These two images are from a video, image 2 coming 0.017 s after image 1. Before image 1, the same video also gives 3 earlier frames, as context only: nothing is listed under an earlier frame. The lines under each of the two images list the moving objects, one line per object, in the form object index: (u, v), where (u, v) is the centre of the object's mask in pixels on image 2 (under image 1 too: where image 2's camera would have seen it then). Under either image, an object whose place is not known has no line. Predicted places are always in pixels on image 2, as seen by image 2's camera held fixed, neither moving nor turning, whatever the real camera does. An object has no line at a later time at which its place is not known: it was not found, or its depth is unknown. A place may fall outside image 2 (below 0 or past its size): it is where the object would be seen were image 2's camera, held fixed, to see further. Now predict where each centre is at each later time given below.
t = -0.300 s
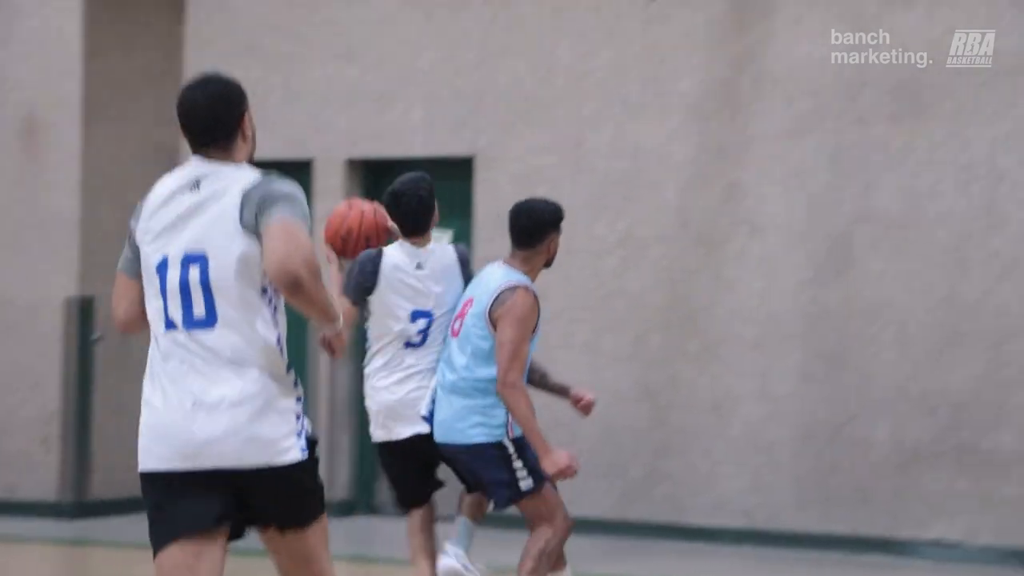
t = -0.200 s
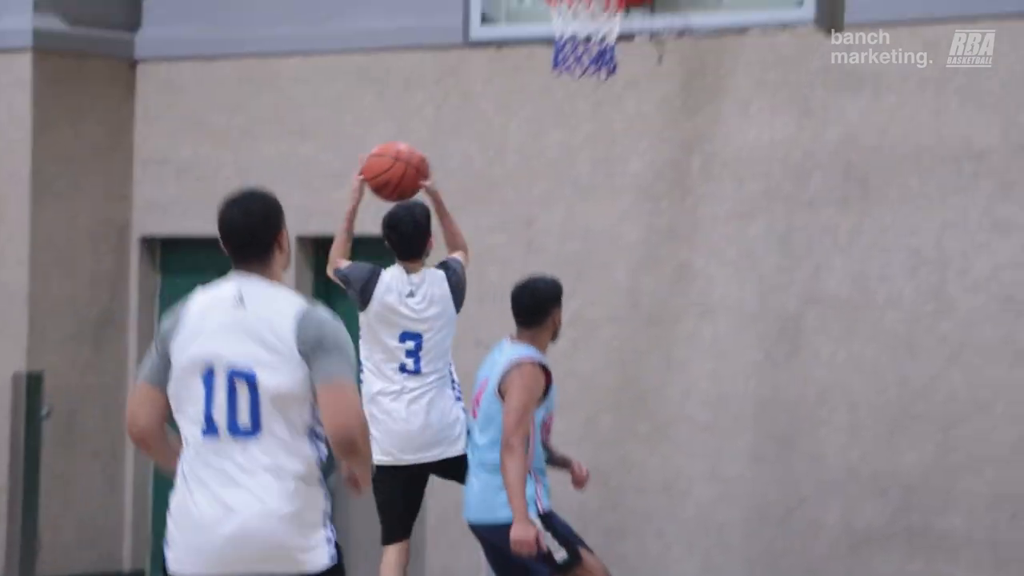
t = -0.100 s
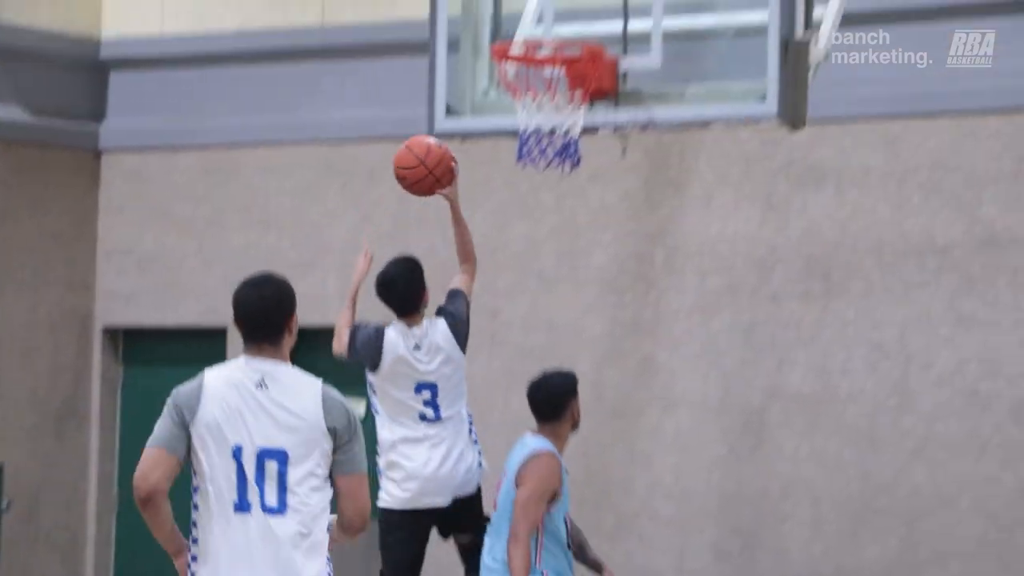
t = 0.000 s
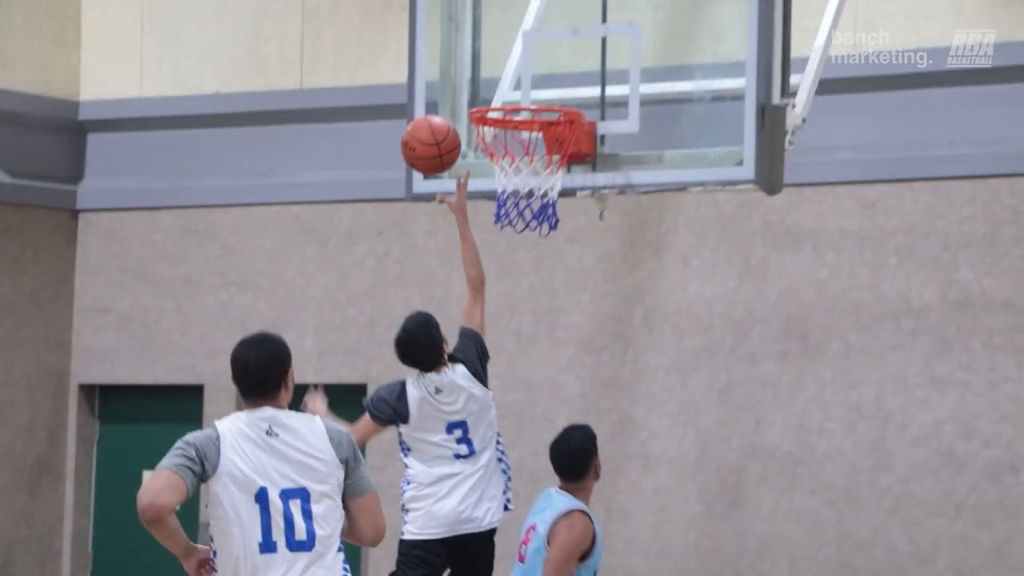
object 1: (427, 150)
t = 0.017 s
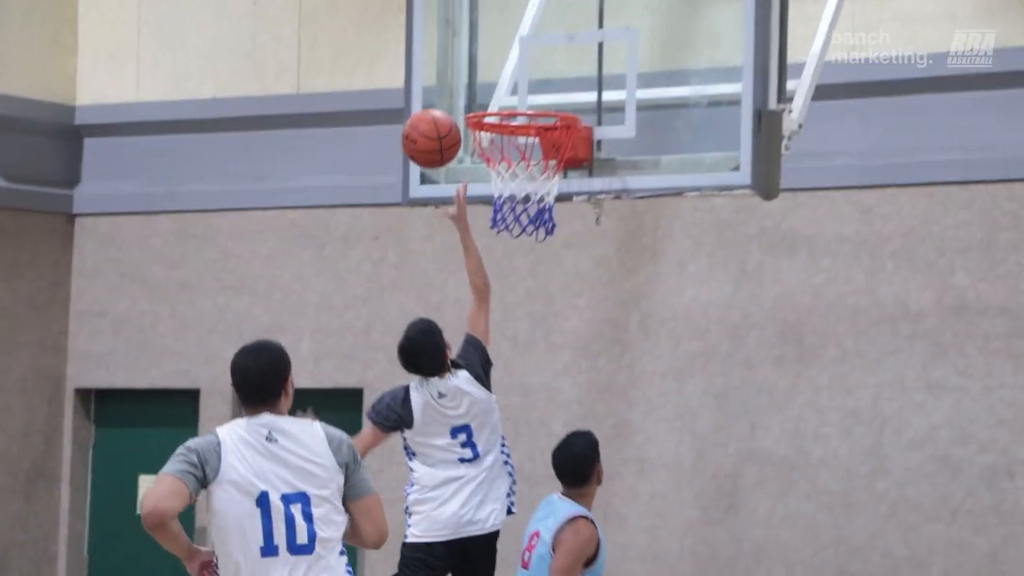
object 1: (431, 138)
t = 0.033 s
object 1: (435, 128)
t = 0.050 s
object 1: (438, 117)
